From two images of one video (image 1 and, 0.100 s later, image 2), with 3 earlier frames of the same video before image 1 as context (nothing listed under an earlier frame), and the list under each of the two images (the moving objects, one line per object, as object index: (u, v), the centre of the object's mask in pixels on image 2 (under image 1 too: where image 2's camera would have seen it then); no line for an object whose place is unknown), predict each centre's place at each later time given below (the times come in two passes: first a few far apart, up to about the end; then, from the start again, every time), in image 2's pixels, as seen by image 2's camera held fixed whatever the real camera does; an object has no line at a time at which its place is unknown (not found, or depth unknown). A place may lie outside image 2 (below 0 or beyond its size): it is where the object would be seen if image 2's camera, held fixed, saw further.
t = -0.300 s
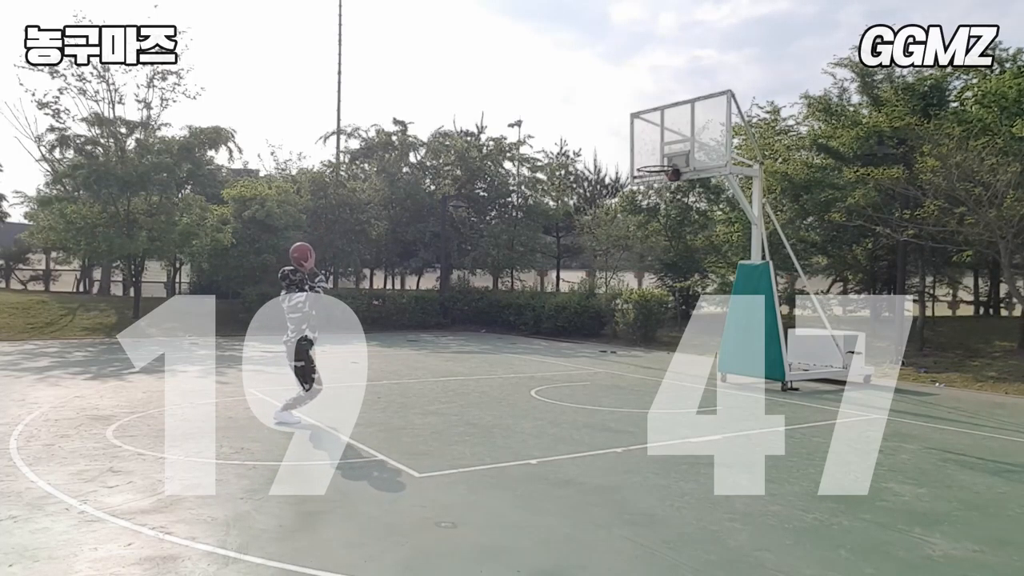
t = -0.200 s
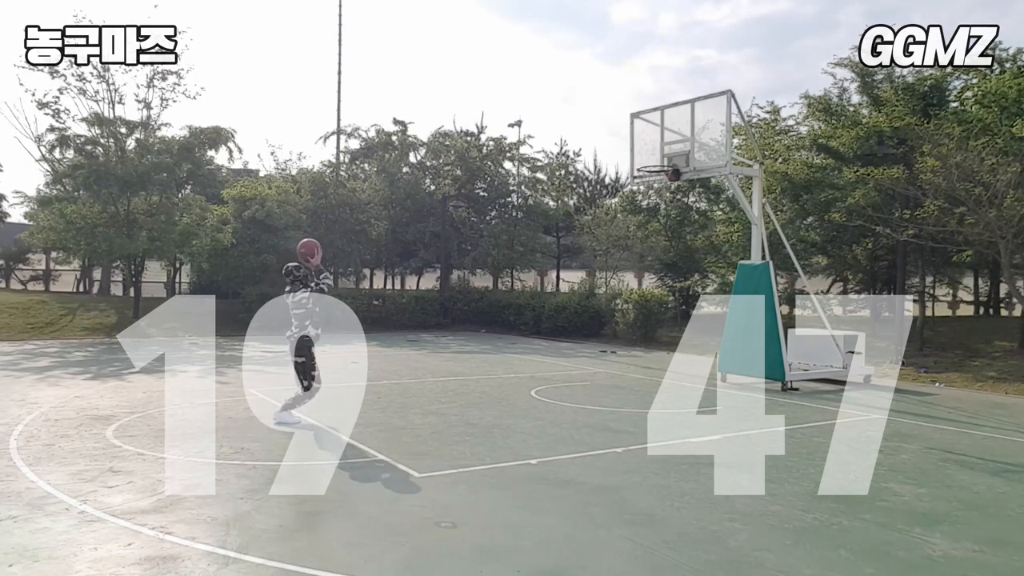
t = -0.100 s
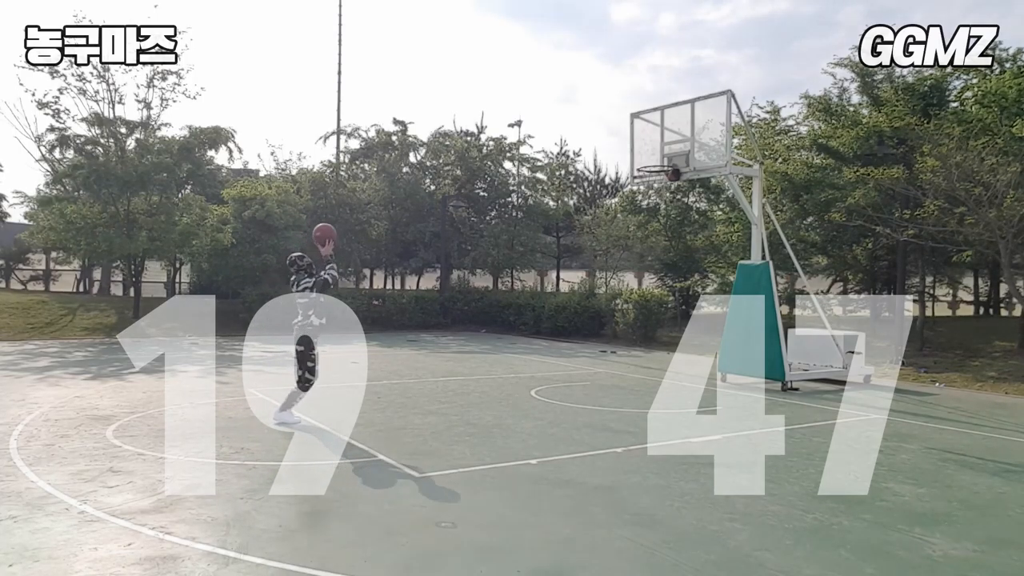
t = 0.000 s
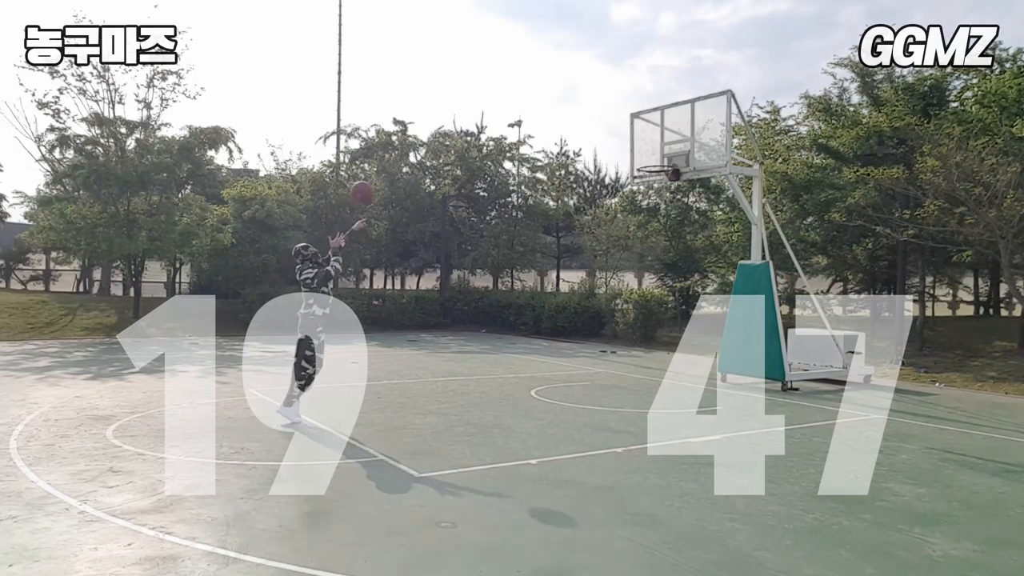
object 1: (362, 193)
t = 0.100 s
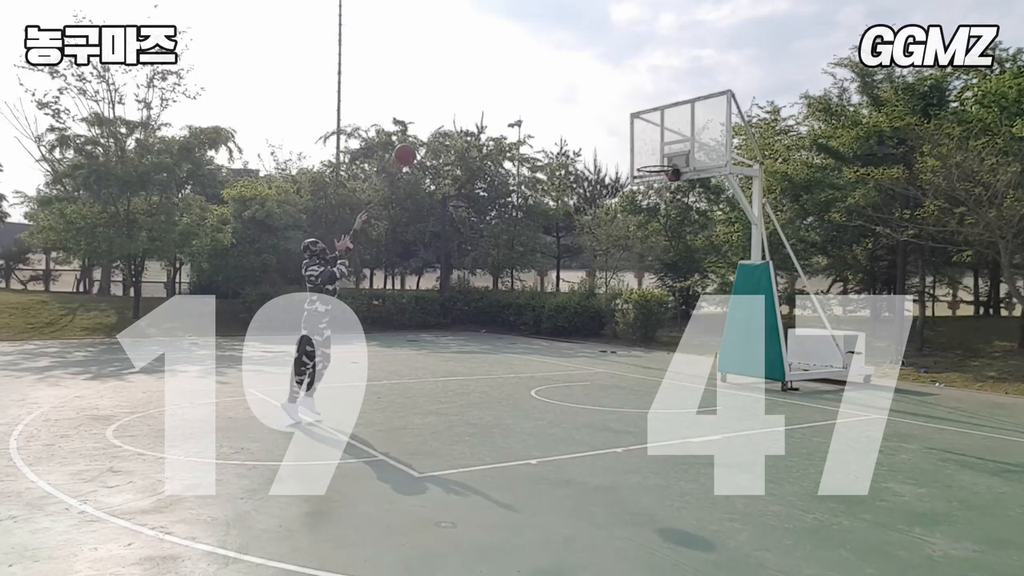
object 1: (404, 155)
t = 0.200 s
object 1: (445, 128)
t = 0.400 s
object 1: (518, 104)
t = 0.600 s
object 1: (582, 112)
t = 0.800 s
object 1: (639, 150)
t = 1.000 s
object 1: (655, 191)
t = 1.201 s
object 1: (643, 228)
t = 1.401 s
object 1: (631, 299)
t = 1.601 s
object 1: (618, 394)
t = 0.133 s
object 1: (419, 145)
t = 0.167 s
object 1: (432, 136)
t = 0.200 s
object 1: (445, 128)
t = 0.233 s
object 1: (458, 122)
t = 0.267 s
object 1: (470, 116)
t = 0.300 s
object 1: (483, 111)
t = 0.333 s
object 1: (495, 108)
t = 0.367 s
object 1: (507, 105)
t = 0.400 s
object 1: (518, 104)
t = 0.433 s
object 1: (529, 103)
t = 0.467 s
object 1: (540, 103)
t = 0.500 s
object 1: (551, 104)
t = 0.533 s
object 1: (562, 106)
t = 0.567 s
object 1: (572, 109)
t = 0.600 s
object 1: (582, 112)
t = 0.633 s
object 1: (592, 117)
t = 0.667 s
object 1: (602, 122)
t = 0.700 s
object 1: (612, 128)
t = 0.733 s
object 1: (621, 135)
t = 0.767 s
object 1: (630, 142)
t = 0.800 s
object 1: (639, 150)
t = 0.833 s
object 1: (649, 158)
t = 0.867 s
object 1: (657, 168)
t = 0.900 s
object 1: (658, 176)
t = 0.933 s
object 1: (658, 183)
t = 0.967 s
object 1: (656, 188)
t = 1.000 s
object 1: (655, 191)
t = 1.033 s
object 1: (653, 195)
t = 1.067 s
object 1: (651, 199)
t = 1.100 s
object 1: (649, 205)
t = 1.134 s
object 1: (648, 212)
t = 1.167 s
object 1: (645, 219)
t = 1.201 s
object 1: (643, 228)
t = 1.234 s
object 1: (641, 237)
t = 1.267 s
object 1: (639, 247)
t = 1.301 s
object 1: (637, 259)
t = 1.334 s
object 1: (635, 271)
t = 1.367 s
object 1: (633, 285)
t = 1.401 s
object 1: (631, 299)
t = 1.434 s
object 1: (629, 315)
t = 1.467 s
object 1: (626, 332)
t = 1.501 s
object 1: (624, 350)
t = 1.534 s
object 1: (623, 370)
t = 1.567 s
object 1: (620, 390)
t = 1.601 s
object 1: (618, 394)
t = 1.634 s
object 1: (616, 379)
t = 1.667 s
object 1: (615, 365)
